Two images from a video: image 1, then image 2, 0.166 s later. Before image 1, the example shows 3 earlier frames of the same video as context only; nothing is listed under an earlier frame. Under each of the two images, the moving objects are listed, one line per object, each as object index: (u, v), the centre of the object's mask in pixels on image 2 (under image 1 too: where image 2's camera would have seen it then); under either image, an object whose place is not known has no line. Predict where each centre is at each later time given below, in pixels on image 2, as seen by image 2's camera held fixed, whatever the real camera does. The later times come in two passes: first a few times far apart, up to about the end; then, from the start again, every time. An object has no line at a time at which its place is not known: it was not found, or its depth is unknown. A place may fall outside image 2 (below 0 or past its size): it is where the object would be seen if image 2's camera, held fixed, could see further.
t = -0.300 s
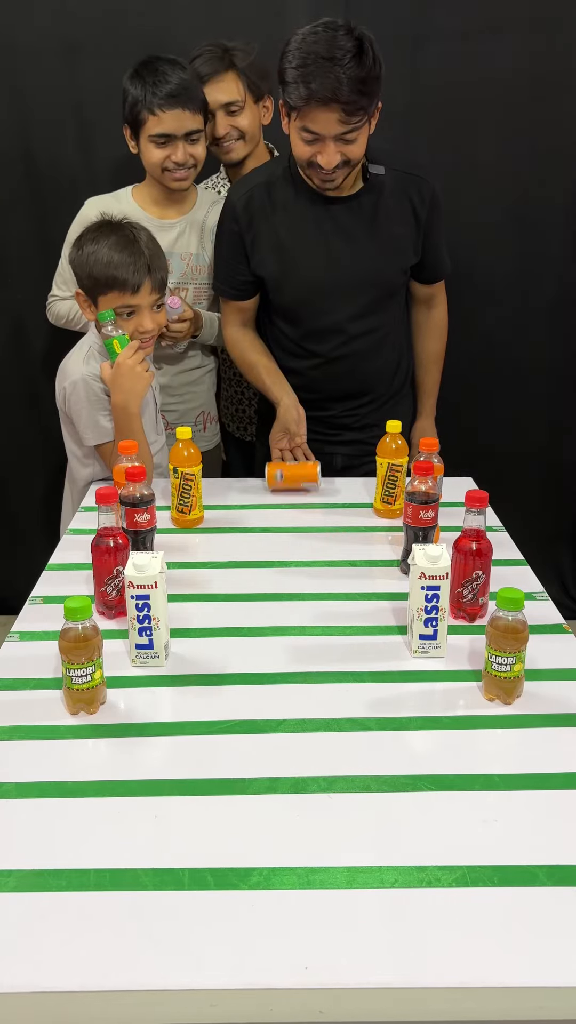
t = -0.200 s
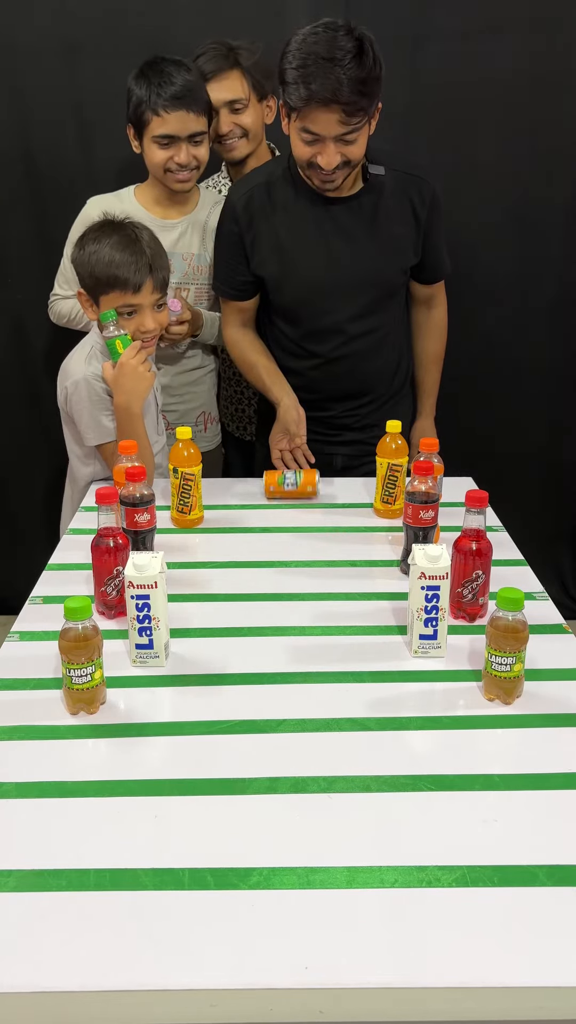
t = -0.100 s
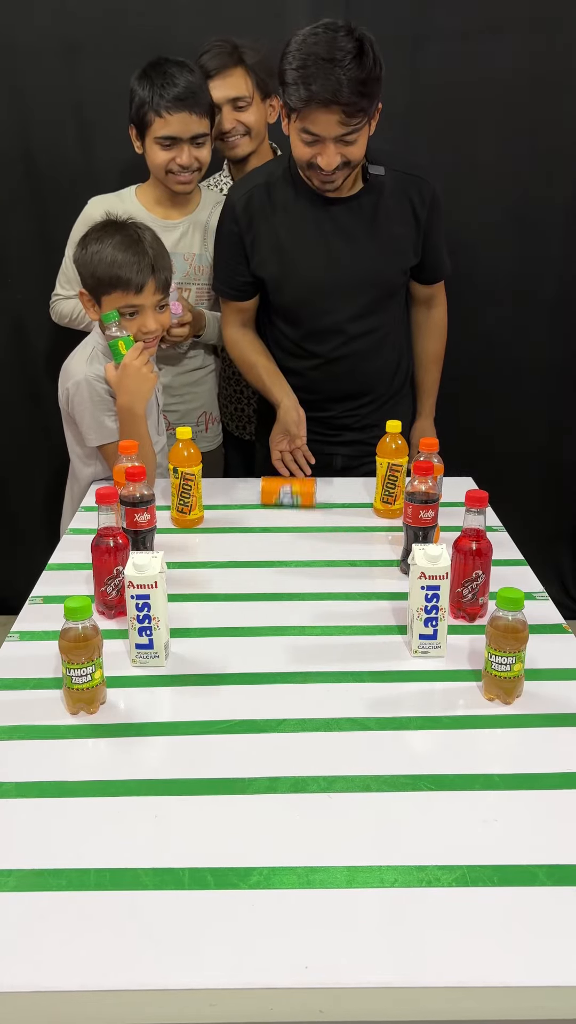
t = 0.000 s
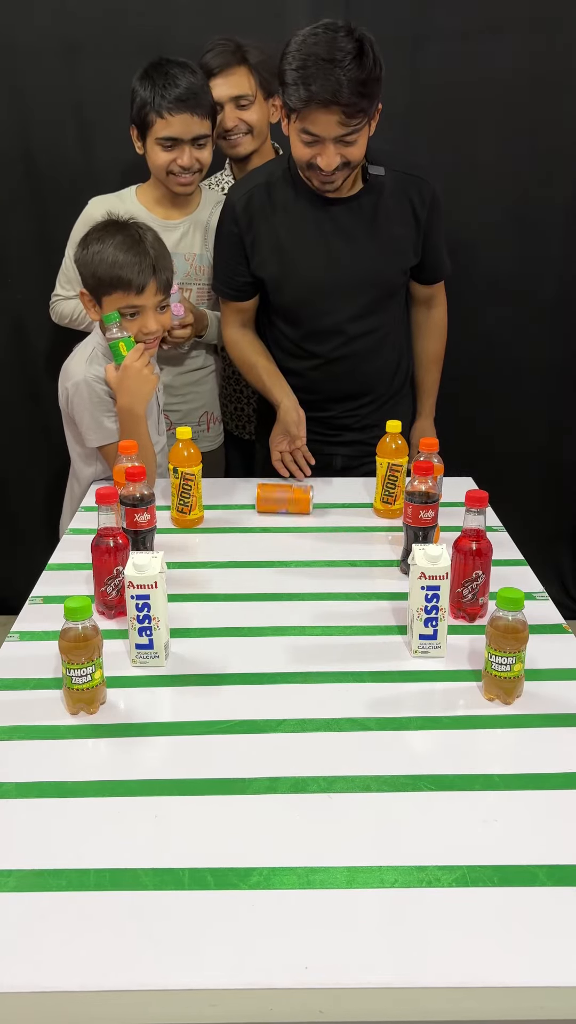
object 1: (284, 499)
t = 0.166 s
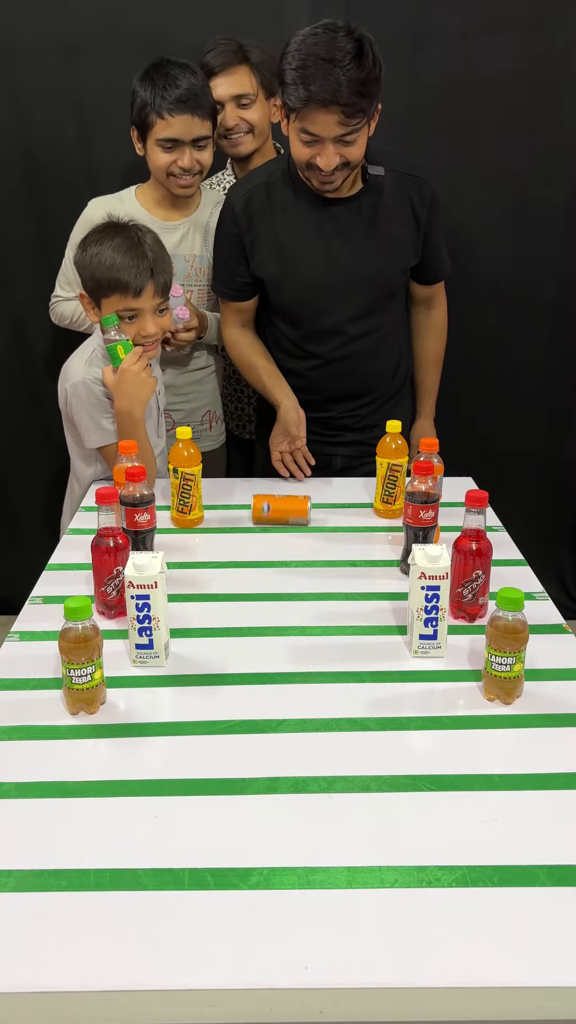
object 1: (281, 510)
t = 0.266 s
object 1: (279, 517)
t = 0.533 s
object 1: (275, 536)
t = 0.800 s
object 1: (270, 555)
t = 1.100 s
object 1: (264, 577)
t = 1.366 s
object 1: (258, 598)
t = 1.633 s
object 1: (252, 620)
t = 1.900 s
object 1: (245, 643)
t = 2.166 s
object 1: (238, 666)
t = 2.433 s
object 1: (231, 693)
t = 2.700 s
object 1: (224, 718)
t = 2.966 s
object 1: (216, 746)
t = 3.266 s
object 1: (206, 780)
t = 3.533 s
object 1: (197, 809)
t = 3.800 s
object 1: (188, 839)
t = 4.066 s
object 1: (179, 872)
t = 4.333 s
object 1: (168, 908)
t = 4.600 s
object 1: (157, 944)
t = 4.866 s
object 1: (146, 986)
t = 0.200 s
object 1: (281, 512)
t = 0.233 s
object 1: (280, 514)
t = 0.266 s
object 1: (279, 517)
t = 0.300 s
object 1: (278, 519)
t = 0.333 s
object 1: (278, 521)
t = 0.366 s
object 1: (278, 524)
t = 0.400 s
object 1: (277, 526)
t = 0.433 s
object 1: (277, 529)
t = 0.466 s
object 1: (276, 531)
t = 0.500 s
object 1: (275, 533)
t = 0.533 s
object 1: (275, 536)
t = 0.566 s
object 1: (274, 538)
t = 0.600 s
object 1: (273, 540)
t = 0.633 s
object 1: (273, 543)
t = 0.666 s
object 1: (272, 545)
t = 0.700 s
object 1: (272, 547)
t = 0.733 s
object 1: (271, 550)
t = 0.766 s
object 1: (270, 552)
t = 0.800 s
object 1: (270, 555)
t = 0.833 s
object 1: (269, 557)
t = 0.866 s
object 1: (269, 560)
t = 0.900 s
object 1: (268, 562)
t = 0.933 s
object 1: (267, 565)
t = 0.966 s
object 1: (266, 568)
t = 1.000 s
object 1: (265, 570)
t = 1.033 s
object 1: (265, 573)
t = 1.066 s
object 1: (264, 575)
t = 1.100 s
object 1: (264, 577)
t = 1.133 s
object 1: (263, 579)
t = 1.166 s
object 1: (262, 582)
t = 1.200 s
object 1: (262, 584)
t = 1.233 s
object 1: (261, 587)
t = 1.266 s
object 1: (260, 590)
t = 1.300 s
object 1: (260, 592)
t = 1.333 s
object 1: (259, 595)
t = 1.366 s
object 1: (258, 598)
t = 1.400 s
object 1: (258, 600)
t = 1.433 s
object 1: (257, 603)
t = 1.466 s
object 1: (255, 606)
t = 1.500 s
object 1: (255, 608)
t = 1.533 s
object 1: (254, 611)
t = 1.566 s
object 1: (254, 614)
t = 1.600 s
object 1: (253, 617)
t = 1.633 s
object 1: (252, 620)
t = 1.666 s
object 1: (252, 623)
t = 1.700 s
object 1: (251, 626)
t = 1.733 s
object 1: (250, 628)
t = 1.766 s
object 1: (249, 631)
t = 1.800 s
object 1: (248, 634)
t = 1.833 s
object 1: (247, 637)
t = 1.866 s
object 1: (246, 640)
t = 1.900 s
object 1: (245, 643)
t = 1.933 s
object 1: (244, 646)
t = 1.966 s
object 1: (243, 649)
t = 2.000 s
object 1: (243, 651)
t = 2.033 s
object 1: (242, 654)
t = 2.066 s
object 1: (242, 657)
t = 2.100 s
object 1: (240, 660)
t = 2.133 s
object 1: (239, 663)
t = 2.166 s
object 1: (238, 666)
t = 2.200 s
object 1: (238, 670)
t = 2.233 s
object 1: (237, 673)
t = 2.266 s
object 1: (236, 676)
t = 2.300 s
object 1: (235, 680)
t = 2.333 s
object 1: (234, 683)
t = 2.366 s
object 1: (234, 686)
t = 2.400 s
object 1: (232, 690)
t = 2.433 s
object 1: (231, 693)
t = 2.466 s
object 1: (230, 696)
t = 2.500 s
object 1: (229, 699)
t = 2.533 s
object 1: (229, 702)
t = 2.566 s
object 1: (228, 705)
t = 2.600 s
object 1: (227, 709)
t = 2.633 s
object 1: (226, 712)
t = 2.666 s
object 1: (225, 715)
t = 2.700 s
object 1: (224, 718)
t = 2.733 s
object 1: (223, 722)
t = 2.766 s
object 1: (222, 725)
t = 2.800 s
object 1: (221, 728)
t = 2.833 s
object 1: (220, 732)
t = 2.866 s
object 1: (219, 735)
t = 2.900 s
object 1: (218, 739)
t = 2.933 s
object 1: (217, 742)
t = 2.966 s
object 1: (216, 746)
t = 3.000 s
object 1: (214, 749)
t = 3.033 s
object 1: (213, 753)
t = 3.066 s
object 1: (212, 757)
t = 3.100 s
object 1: (211, 761)
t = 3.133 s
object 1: (210, 765)
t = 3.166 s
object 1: (209, 769)
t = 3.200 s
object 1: (208, 772)
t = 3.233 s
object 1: (207, 776)
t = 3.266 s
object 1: (206, 780)
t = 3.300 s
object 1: (205, 784)
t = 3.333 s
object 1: (204, 788)
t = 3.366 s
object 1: (202, 791)
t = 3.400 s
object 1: (202, 795)
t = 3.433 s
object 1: (201, 798)
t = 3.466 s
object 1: (199, 802)
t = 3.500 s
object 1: (199, 806)
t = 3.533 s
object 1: (197, 809)
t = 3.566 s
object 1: (196, 813)
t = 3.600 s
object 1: (195, 816)
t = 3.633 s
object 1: (194, 820)
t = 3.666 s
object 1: (193, 824)
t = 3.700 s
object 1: (192, 828)
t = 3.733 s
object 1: (191, 832)
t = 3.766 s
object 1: (189, 835)
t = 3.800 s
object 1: (188, 839)
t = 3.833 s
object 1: (187, 843)
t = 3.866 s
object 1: (186, 847)
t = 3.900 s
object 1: (185, 851)
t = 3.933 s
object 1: (184, 855)
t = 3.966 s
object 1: (183, 859)
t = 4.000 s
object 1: (181, 863)
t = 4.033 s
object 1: (180, 867)
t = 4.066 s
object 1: (179, 872)
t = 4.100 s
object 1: (178, 876)
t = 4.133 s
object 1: (176, 880)
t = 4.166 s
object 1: (175, 885)
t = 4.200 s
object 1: (174, 890)
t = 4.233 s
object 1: (172, 894)
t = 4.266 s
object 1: (171, 899)
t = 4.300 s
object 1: (170, 903)
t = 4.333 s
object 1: (168, 908)
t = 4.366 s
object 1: (166, 913)
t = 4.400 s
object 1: (165, 917)
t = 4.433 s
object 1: (164, 922)
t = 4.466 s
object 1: (162, 926)
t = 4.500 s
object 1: (161, 931)
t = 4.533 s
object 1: (160, 935)
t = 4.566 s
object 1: (158, 940)
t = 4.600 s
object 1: (157, 944)
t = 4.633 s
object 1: (155, 949)
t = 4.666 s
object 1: (154, 952)
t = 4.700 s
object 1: (152, 956)
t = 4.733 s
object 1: (151, 960)
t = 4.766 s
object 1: (150, 965)
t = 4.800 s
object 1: (149, 970)
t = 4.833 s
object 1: (149, 978)
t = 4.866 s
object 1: (146, 986)
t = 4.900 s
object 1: (144, 996)
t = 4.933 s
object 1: (145, 1008)
